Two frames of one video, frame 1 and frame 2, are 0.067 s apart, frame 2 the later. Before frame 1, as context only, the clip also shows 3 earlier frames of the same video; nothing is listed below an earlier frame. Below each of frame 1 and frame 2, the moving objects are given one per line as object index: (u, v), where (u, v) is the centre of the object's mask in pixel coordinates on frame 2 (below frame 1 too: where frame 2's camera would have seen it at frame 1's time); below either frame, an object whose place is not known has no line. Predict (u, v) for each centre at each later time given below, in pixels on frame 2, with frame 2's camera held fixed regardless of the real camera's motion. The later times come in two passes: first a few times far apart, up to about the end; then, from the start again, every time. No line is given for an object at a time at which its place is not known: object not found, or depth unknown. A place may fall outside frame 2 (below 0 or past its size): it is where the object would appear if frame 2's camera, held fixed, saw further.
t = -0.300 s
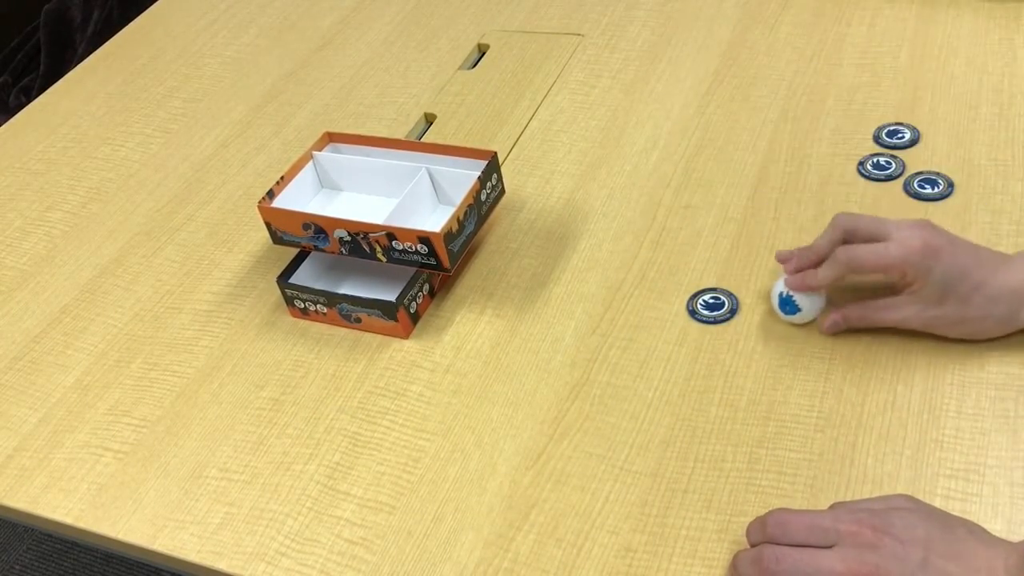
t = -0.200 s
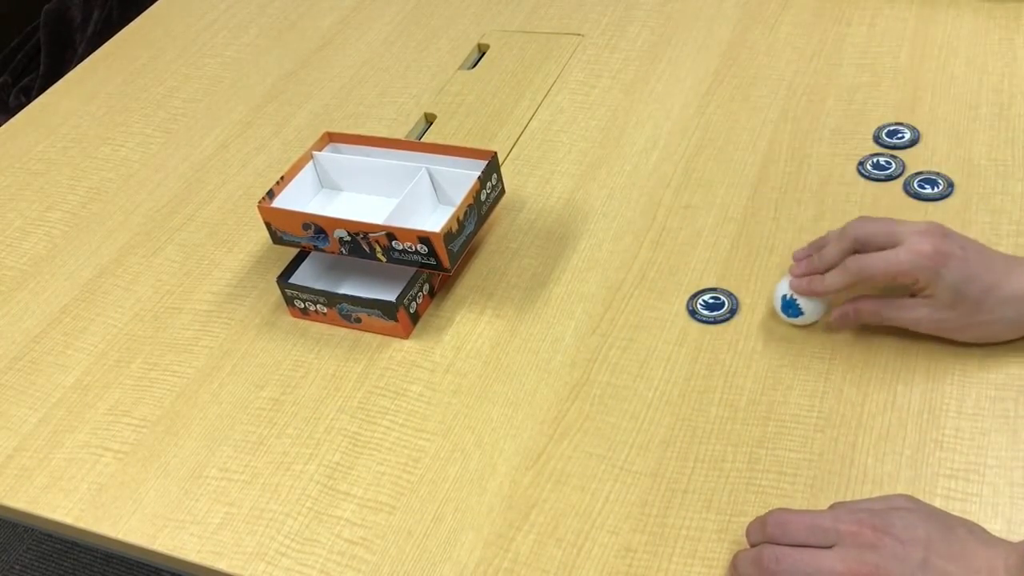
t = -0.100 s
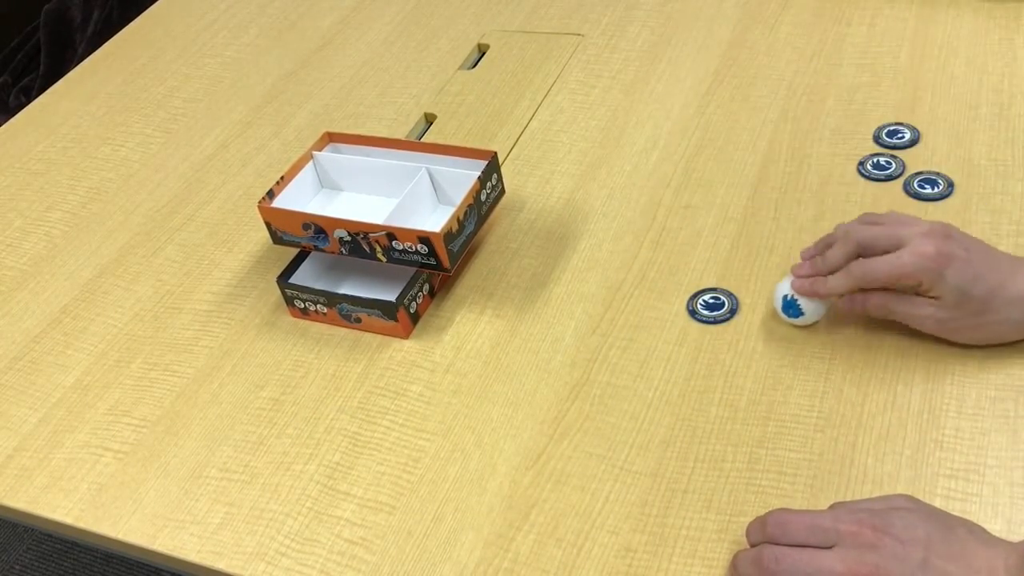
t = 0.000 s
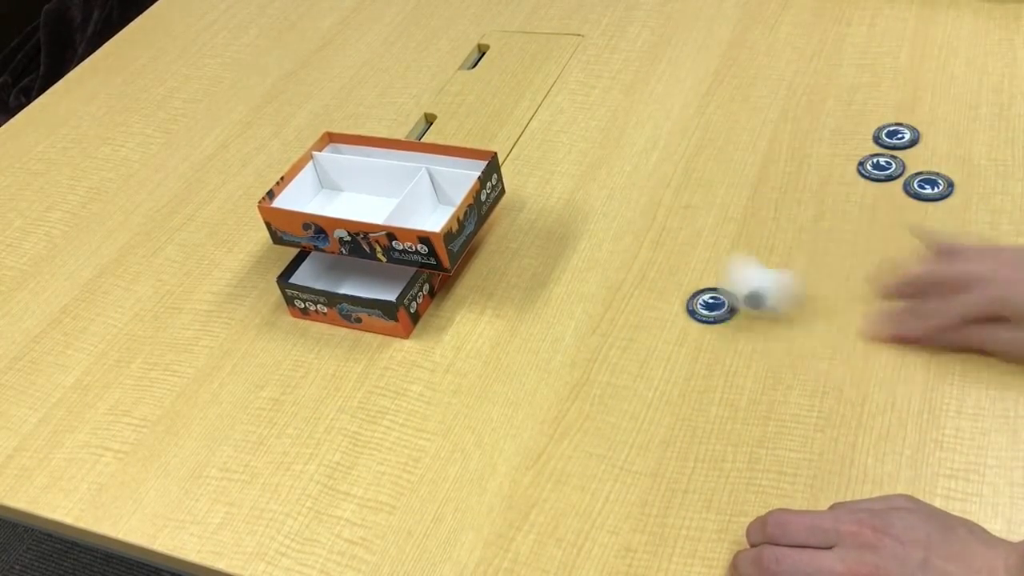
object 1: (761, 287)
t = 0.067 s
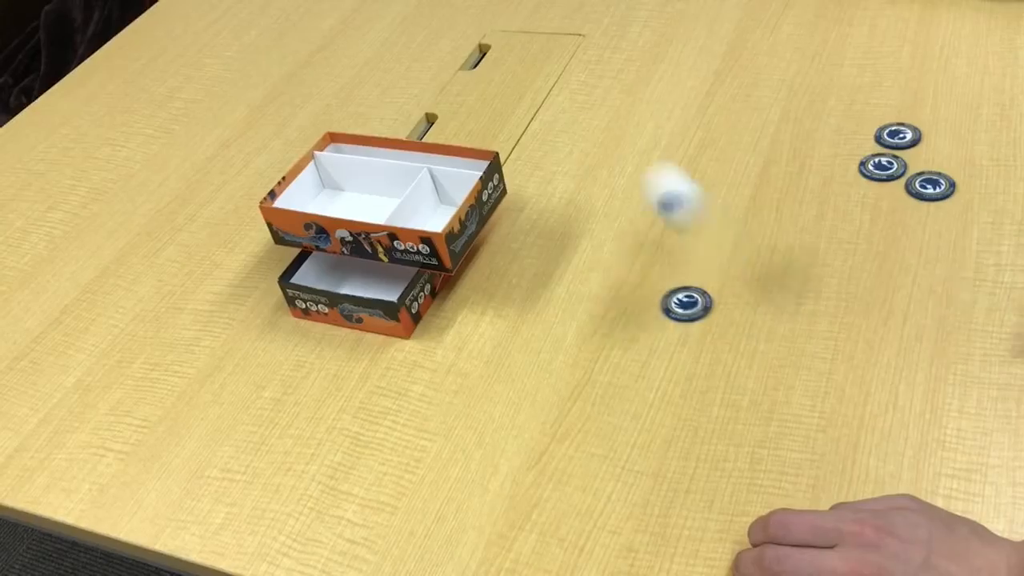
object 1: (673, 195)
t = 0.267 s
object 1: (538, 189)
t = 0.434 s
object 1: (711, 83)
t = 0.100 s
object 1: (634, 163)
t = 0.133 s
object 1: (603, 146)
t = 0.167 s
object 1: (571, 140)
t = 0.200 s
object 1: (546, 144)
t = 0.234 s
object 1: (522, 157)
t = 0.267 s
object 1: (538, 189)
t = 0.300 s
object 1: (565, 200)
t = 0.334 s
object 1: (599, 152)
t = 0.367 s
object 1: (635, 118)
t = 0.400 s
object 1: (671, 95)
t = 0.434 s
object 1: (711, 83)
